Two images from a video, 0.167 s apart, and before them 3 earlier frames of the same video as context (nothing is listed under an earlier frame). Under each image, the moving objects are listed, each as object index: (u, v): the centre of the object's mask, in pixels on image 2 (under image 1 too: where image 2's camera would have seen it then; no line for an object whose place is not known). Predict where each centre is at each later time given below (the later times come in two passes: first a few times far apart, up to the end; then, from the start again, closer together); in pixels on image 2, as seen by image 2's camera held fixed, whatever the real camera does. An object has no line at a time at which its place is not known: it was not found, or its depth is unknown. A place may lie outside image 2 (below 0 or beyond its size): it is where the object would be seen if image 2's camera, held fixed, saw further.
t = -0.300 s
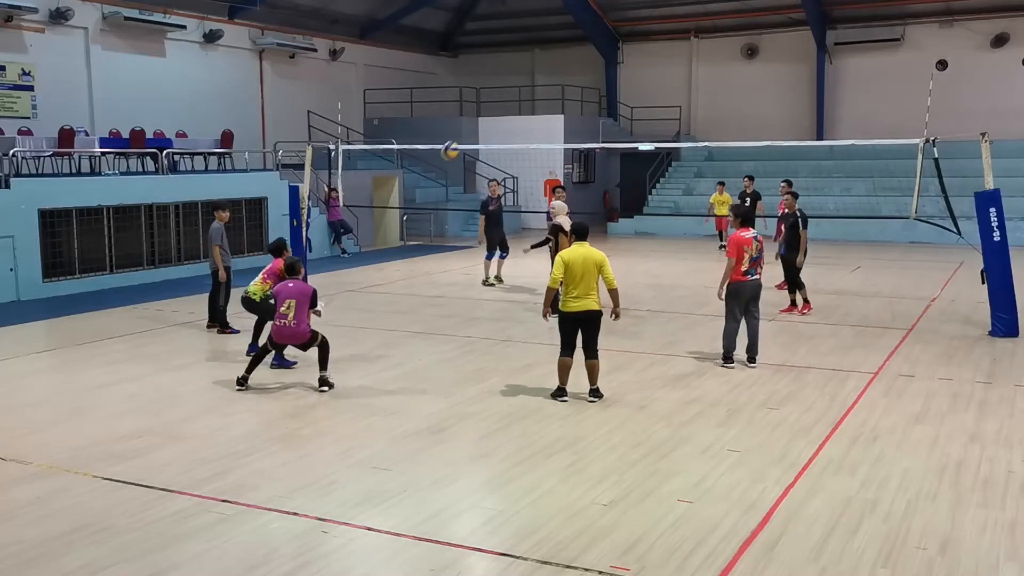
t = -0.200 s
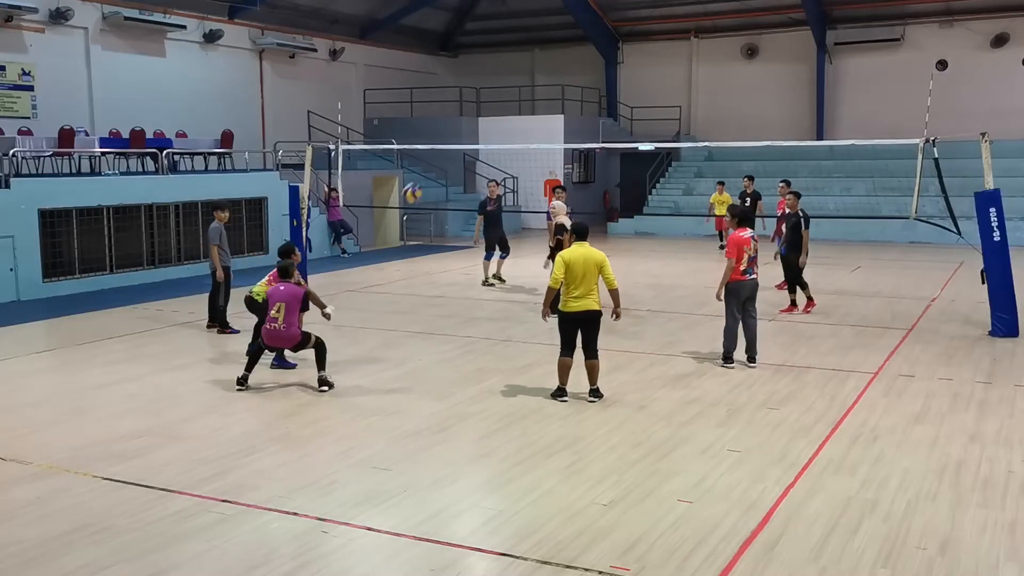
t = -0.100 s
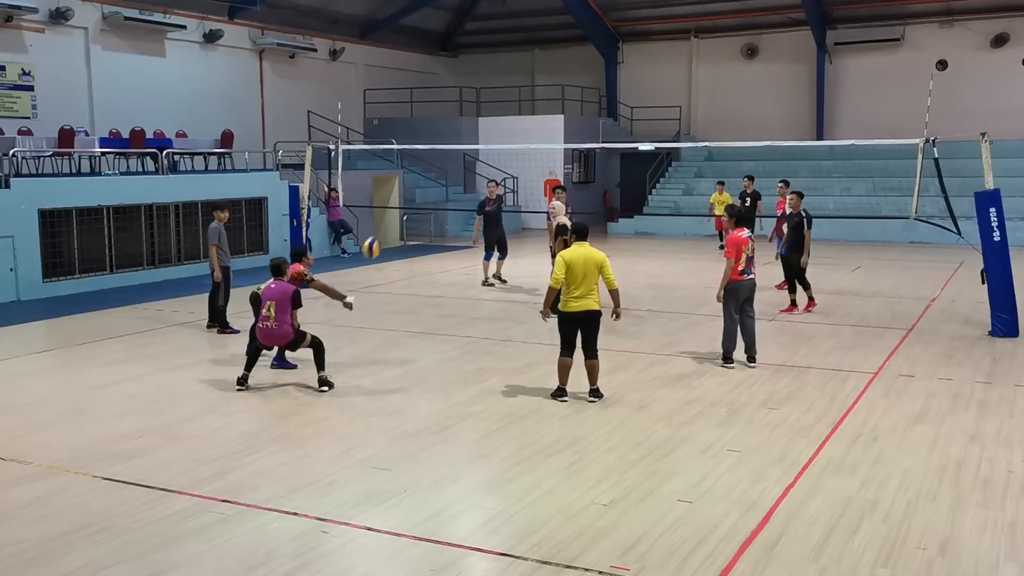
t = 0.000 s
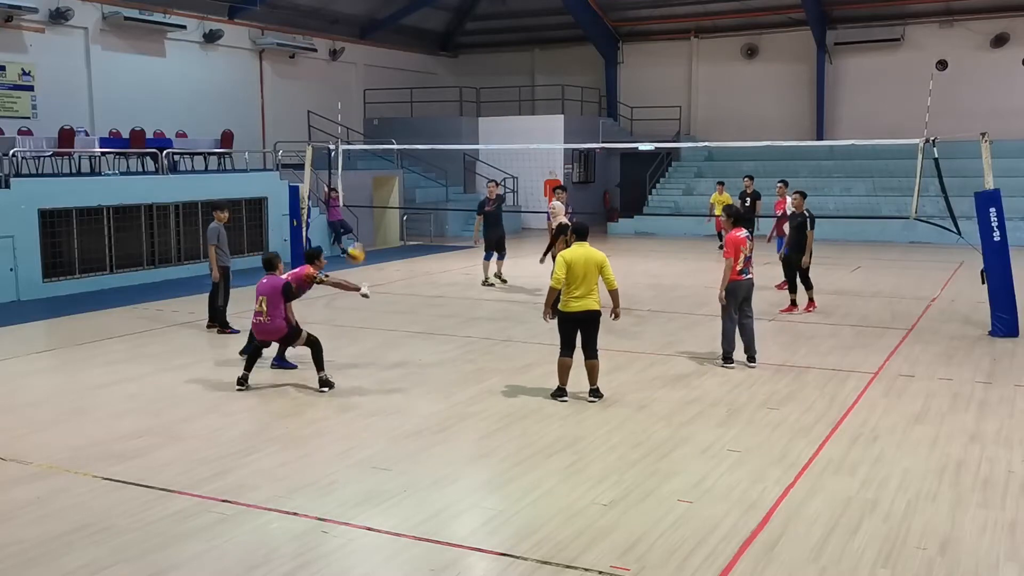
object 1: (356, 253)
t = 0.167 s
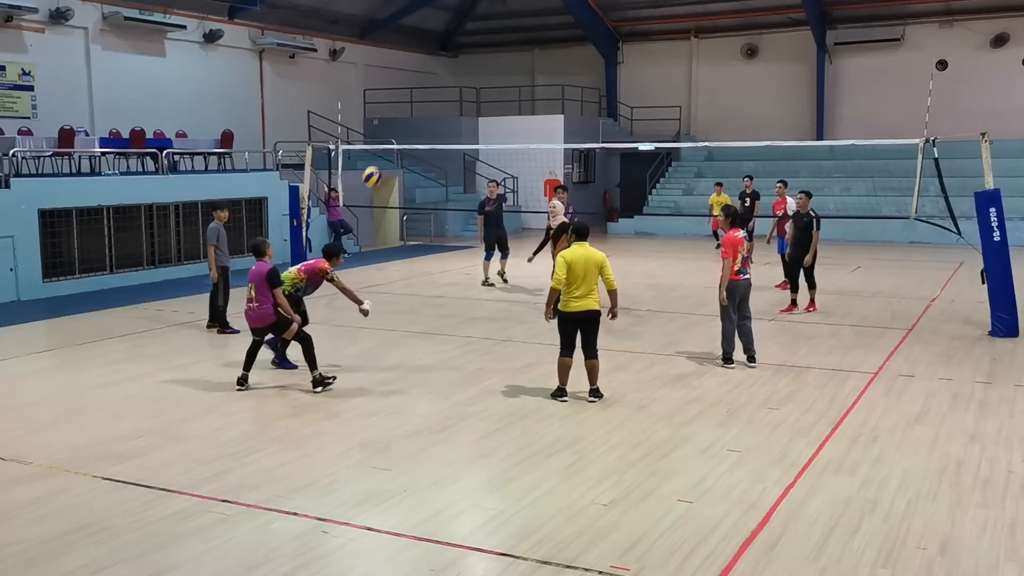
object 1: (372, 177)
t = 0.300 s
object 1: (385, 135)
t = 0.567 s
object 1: (409, 100)
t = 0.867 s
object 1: (435, 131)
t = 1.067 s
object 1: (453, 189)
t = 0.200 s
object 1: (375, 165)
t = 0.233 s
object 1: (378, 154)
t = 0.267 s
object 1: (382, 144)
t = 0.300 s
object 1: (385, 135)
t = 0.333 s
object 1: (388, 127)
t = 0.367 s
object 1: (391, 120)
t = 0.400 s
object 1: (394, 114)
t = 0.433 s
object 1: (397, 110)
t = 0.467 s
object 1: (400, 106)
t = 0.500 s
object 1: (403, 103)
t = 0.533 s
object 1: (406, 101)
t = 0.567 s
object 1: (409, 100)
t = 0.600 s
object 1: (413, 100)
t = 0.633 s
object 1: (415, 101)
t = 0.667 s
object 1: (418, 103)
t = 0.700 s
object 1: (420, 105)
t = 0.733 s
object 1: (424, 109)
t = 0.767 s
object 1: (427, 113)
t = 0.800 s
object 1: (430, 119)
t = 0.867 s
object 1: (435, 131)
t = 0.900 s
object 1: (438, 139)
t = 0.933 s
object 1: (441, 147)
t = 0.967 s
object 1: (444, 157)
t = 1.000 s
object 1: (447, 167)
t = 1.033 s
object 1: (450, 177)
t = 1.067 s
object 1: (453, 189)
